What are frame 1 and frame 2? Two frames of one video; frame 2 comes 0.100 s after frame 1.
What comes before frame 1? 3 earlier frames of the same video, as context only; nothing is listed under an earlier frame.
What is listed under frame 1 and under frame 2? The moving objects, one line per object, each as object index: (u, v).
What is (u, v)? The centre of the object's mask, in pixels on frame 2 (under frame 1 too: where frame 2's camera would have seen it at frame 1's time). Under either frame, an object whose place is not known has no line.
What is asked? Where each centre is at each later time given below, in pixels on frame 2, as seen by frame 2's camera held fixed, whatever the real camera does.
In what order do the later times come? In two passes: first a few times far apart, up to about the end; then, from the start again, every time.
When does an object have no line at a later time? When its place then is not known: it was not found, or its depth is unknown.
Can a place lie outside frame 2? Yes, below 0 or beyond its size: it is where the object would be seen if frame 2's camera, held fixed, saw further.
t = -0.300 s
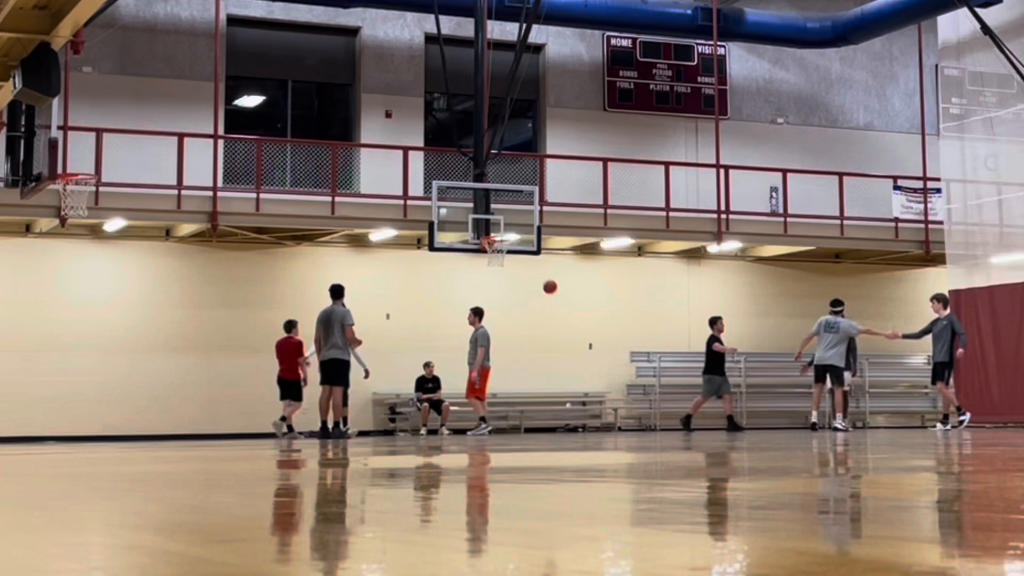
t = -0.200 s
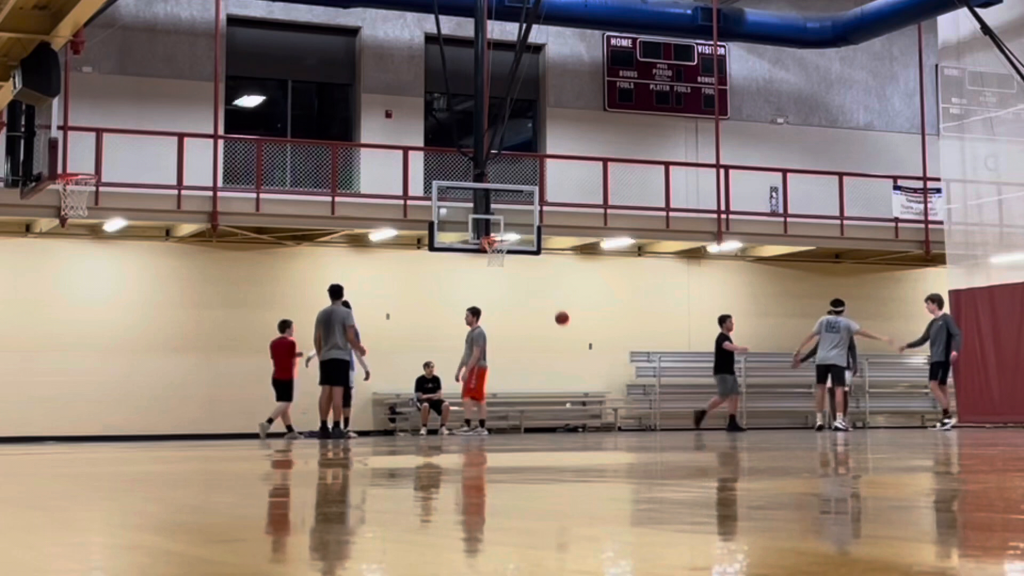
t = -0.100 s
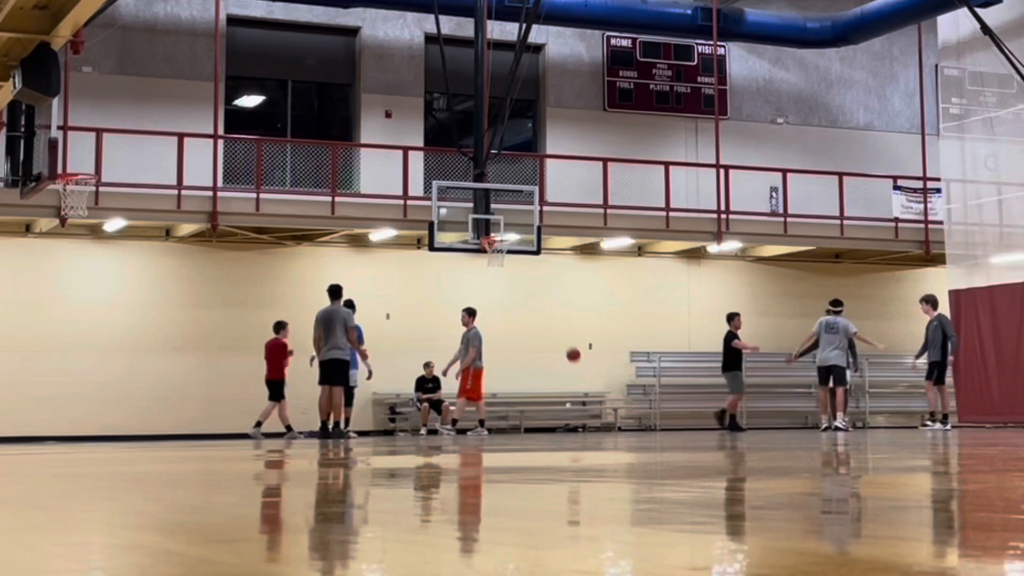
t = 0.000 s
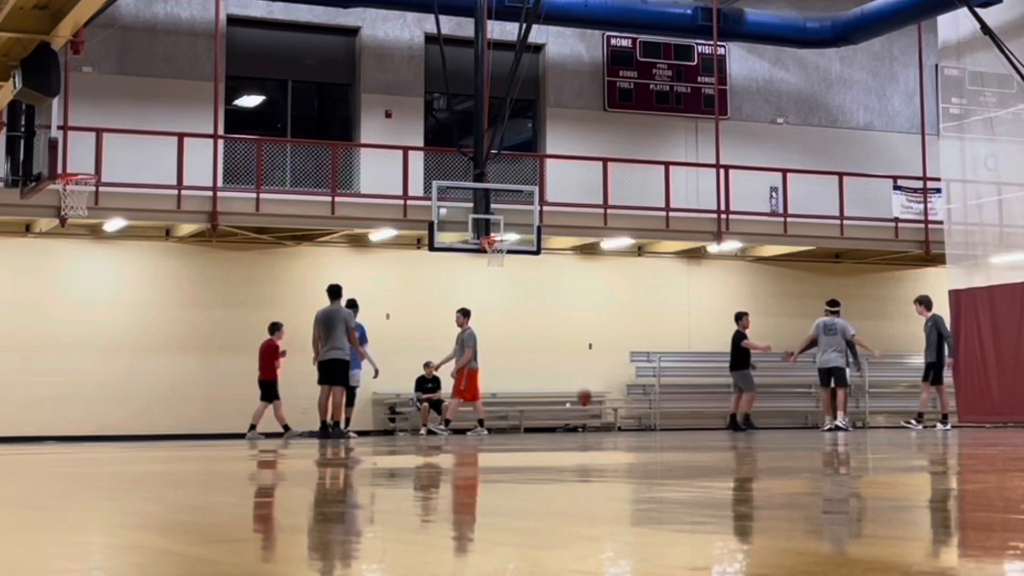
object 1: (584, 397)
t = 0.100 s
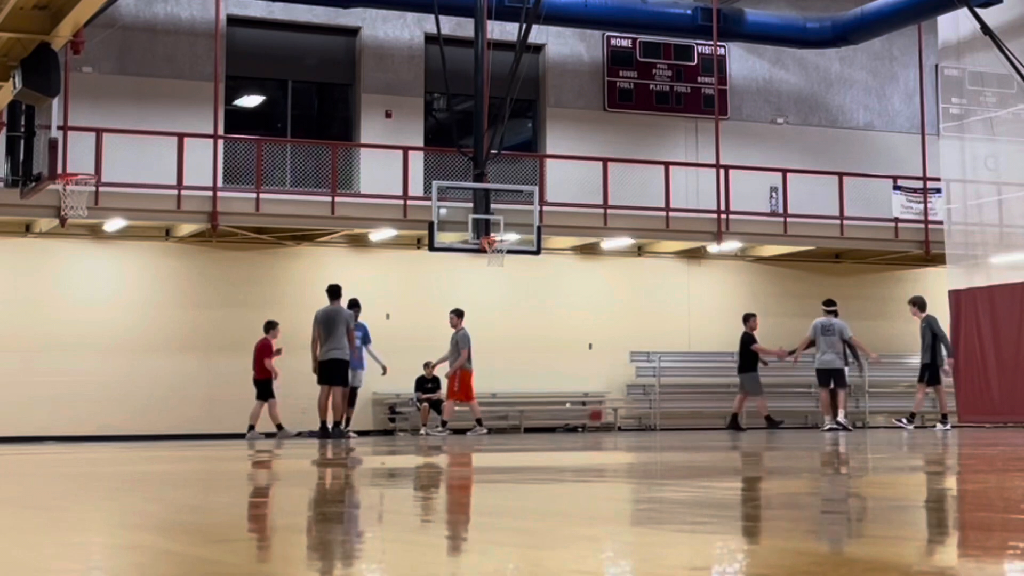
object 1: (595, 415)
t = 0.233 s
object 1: (608, 373)
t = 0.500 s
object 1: (633, 322)
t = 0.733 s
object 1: (656, 313)
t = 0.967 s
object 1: (678, 335)
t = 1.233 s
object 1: (704, 400)
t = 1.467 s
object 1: (725, 389)
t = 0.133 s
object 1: (598, 403)
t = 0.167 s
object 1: (601, 392)
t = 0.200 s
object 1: (605, 383)
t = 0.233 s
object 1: (608, 373)
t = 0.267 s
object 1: (611, 364)
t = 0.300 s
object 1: (614, 356)
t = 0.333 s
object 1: (617, 349)
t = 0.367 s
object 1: (621, 342)
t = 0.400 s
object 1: (624, 336)
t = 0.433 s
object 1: (627, 331)
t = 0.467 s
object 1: (630, 326)
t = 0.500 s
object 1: (633, 322)
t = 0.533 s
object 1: (637, 319)
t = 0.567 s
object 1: (640, 316)
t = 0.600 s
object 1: (643, 314)
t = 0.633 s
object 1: (646, 313)
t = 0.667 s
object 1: (649, 312)
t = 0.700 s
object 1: (653, 312)
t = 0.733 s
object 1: (656, 313)
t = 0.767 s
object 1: (659, 314)
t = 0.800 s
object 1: (662, 316)
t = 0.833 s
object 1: (666, 319)
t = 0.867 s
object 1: (669, 322)
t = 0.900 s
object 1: (672, 326)
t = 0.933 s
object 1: (675, 330)
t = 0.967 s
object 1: (678, 335)
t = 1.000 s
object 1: (682, 341)
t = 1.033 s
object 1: (685, 347)
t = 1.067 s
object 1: (688, 354)
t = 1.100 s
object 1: (691, 363)
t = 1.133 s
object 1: (695, 371)
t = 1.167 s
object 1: (698, 380)
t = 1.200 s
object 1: (702, 389)
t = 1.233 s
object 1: (704, 400)
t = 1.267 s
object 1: (708, 411)
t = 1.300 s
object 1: (711, 422)
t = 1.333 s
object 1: (714, 420)
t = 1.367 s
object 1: (717, 411)
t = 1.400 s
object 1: (720, 402)
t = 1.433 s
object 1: (722, 396)
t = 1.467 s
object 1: (725, 389)
